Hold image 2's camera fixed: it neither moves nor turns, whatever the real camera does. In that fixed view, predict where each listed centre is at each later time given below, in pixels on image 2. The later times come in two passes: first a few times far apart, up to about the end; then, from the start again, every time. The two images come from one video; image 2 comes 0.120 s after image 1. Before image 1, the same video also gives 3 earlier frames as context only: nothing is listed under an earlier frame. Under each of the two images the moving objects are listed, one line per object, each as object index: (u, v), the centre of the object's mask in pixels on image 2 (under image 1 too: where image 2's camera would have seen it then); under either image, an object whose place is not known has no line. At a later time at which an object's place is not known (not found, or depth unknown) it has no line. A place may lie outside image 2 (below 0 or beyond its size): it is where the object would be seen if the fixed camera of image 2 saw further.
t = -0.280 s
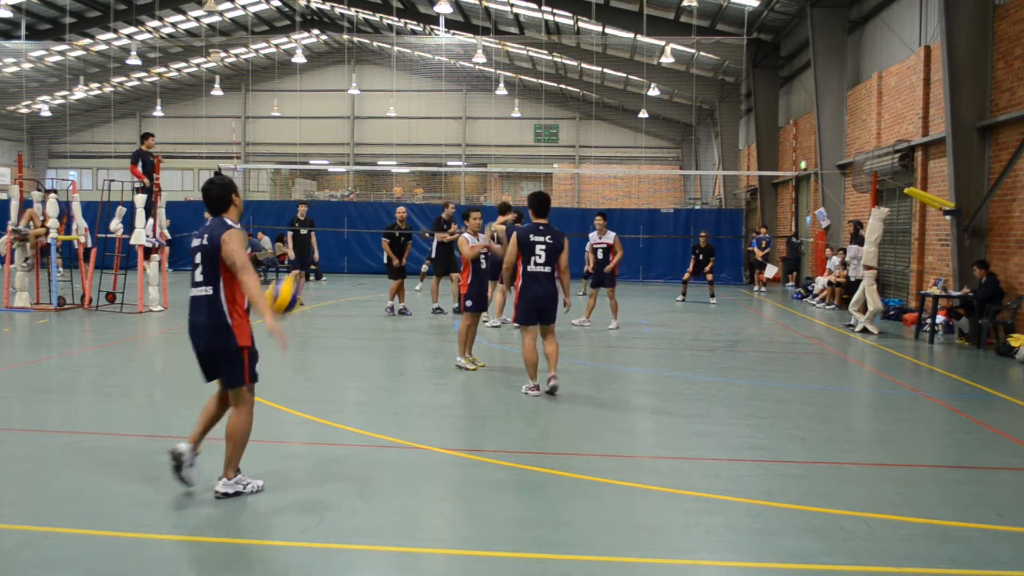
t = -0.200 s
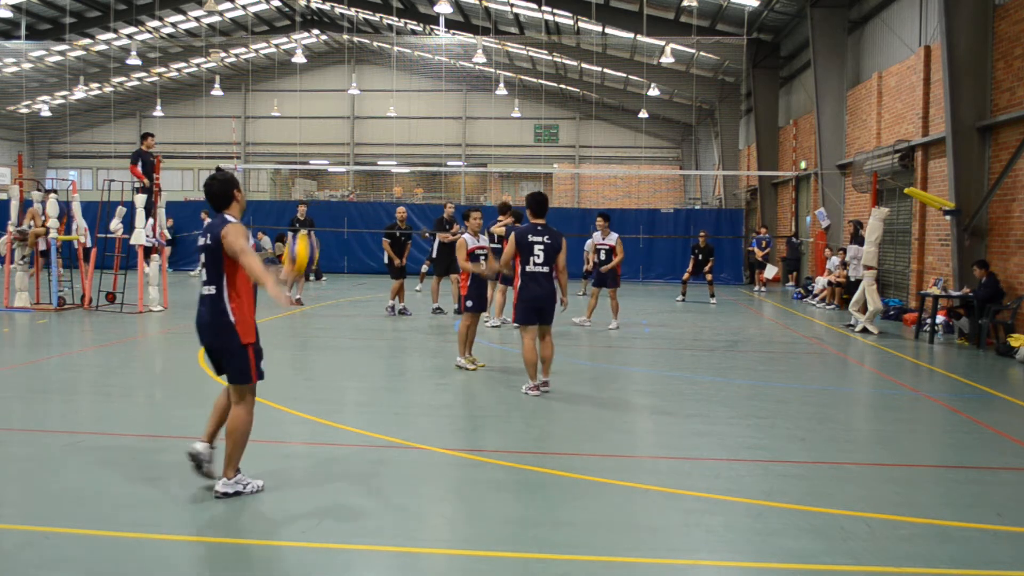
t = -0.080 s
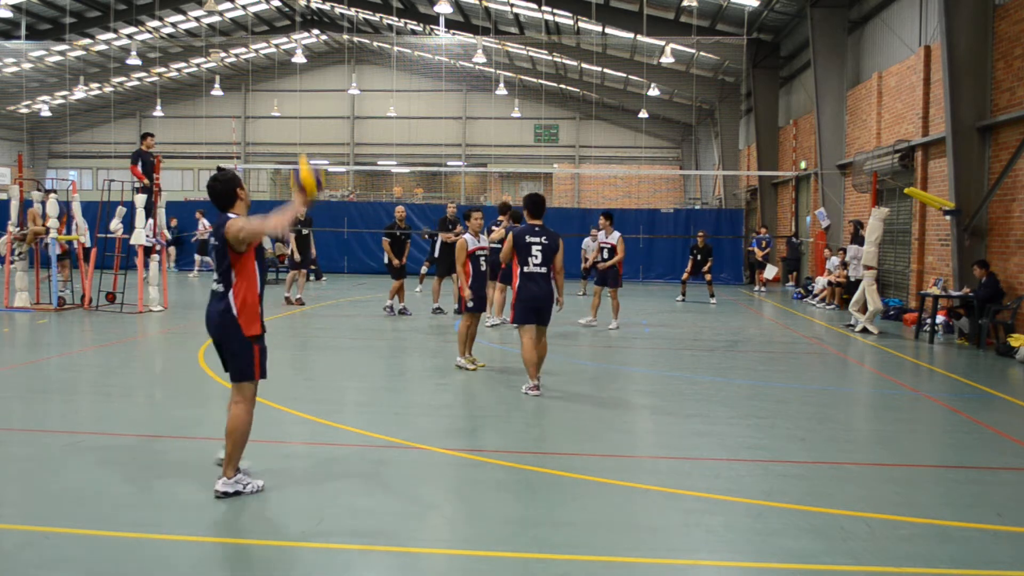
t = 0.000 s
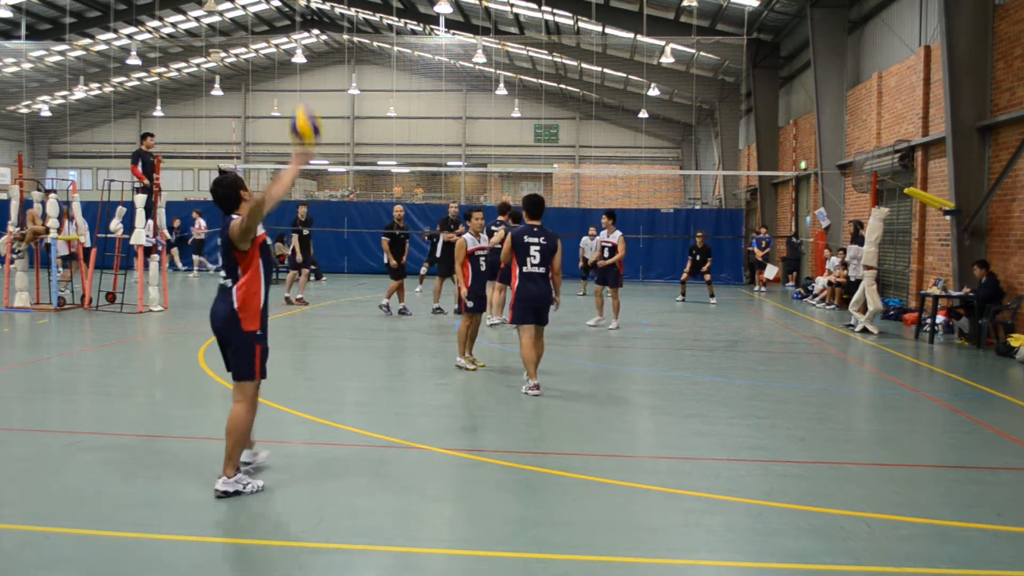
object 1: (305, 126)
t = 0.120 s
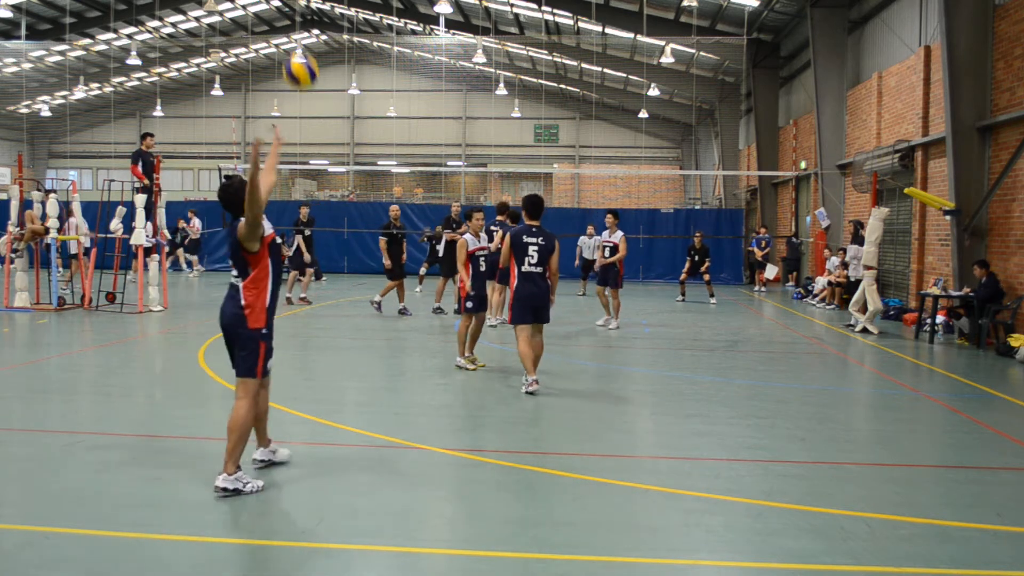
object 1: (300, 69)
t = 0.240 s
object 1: (295, 38)
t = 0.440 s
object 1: (287, 33)
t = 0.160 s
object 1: (300, 59)
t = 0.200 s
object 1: (297, 46)
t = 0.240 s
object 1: (295, 38)
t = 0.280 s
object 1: (294, 32)
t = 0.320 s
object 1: (292, 28)
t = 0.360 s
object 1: (290, 27)
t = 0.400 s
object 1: (289, 28)
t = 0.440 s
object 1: (287, 33)
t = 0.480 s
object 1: (285, 39)
